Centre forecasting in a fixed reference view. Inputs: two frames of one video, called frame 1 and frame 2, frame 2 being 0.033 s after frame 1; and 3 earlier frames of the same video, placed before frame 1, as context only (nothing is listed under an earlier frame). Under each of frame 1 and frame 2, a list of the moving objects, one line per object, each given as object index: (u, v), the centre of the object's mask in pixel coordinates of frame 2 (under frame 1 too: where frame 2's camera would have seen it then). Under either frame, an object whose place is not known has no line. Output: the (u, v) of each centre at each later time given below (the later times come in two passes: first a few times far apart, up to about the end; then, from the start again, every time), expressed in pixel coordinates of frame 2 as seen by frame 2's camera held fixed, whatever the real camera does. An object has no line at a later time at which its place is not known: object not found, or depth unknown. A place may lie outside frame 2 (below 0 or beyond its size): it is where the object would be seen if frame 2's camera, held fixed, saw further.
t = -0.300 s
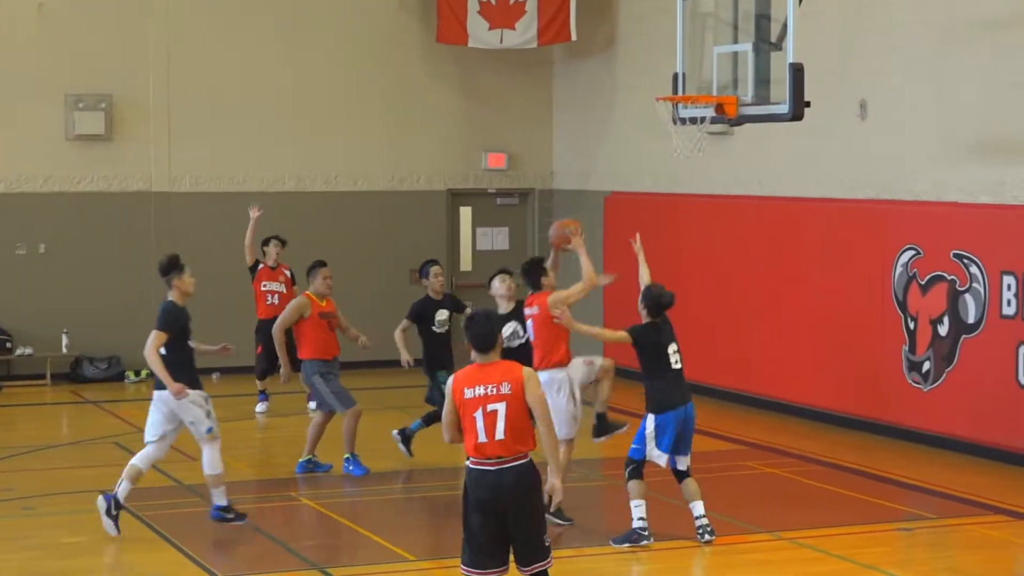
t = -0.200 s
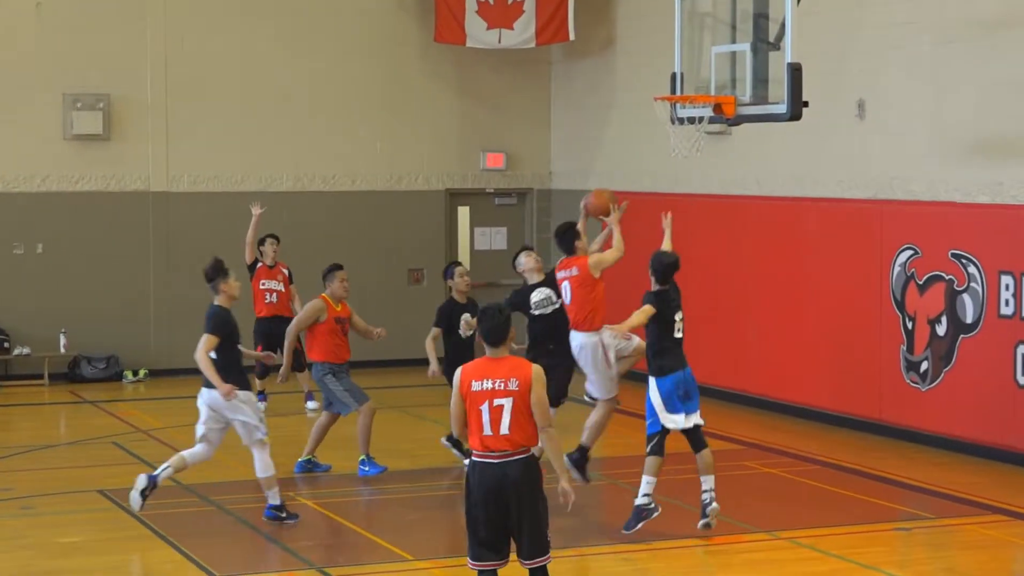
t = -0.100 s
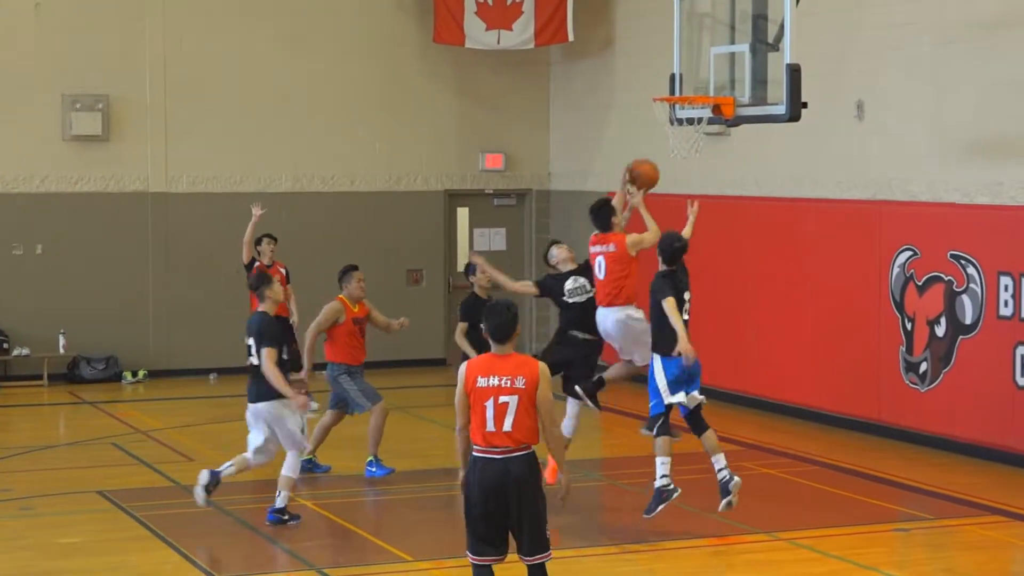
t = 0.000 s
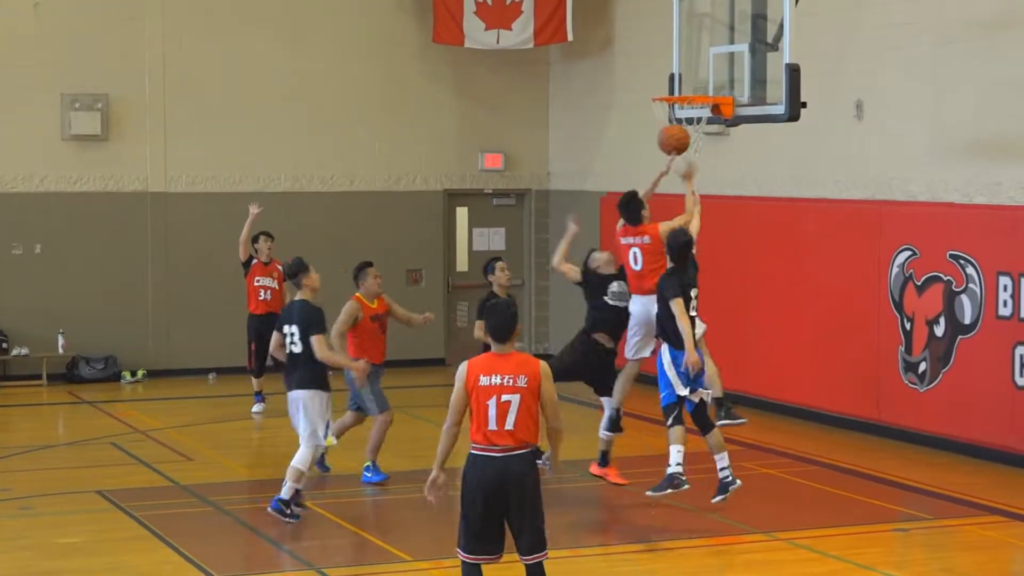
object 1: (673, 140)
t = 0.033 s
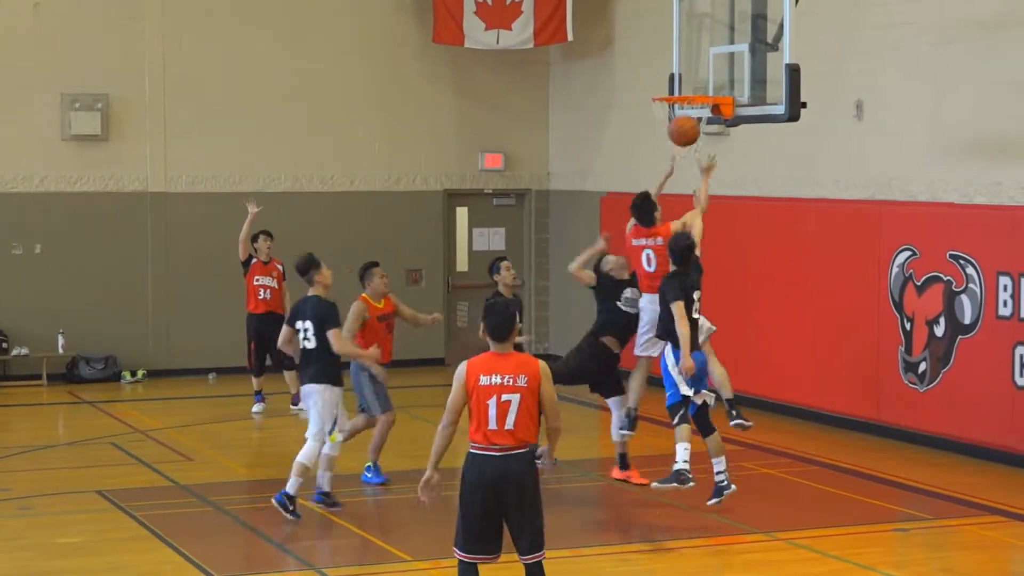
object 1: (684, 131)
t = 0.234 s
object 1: (744, 106)
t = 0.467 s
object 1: (750, 96)
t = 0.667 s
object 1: (739, 135)
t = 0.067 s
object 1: (694, 123)
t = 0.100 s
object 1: (703, 117)
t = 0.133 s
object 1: (714, 114)
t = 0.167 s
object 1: (724, 109)
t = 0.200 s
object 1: (733, 107)
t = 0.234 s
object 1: (744, 106)
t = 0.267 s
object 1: (754, 106)
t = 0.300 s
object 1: (756, 105)
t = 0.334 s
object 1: (756, 101)
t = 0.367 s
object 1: (753, 97)
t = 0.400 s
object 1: (752, 95)
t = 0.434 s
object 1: (751, 95)
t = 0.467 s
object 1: (750, 96)
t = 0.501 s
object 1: (748, 99)
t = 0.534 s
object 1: (747, 103)
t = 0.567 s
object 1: (745, 109)
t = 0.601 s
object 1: (743, 116)
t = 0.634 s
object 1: (741, 126)
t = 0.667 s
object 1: (739, 135)
